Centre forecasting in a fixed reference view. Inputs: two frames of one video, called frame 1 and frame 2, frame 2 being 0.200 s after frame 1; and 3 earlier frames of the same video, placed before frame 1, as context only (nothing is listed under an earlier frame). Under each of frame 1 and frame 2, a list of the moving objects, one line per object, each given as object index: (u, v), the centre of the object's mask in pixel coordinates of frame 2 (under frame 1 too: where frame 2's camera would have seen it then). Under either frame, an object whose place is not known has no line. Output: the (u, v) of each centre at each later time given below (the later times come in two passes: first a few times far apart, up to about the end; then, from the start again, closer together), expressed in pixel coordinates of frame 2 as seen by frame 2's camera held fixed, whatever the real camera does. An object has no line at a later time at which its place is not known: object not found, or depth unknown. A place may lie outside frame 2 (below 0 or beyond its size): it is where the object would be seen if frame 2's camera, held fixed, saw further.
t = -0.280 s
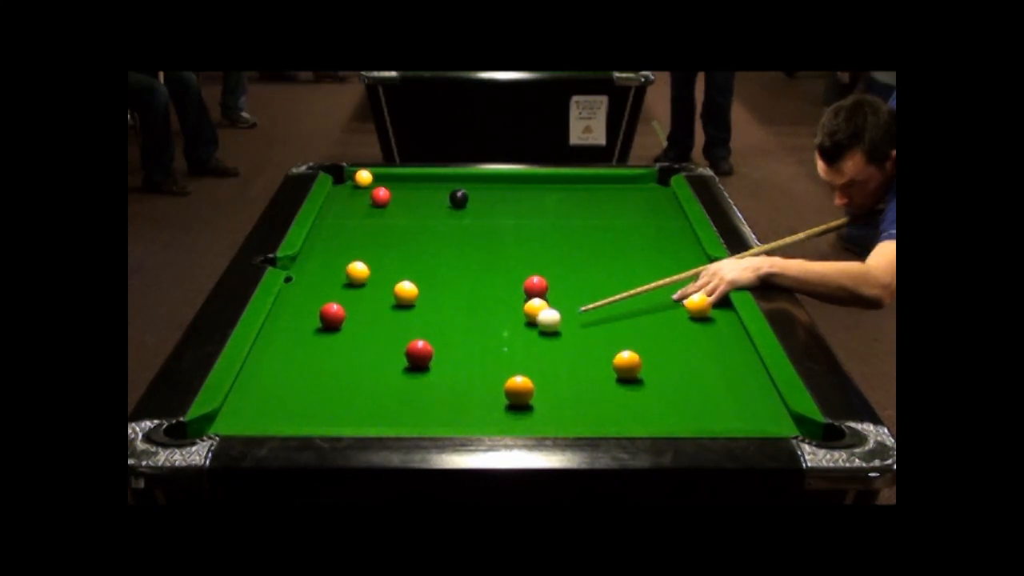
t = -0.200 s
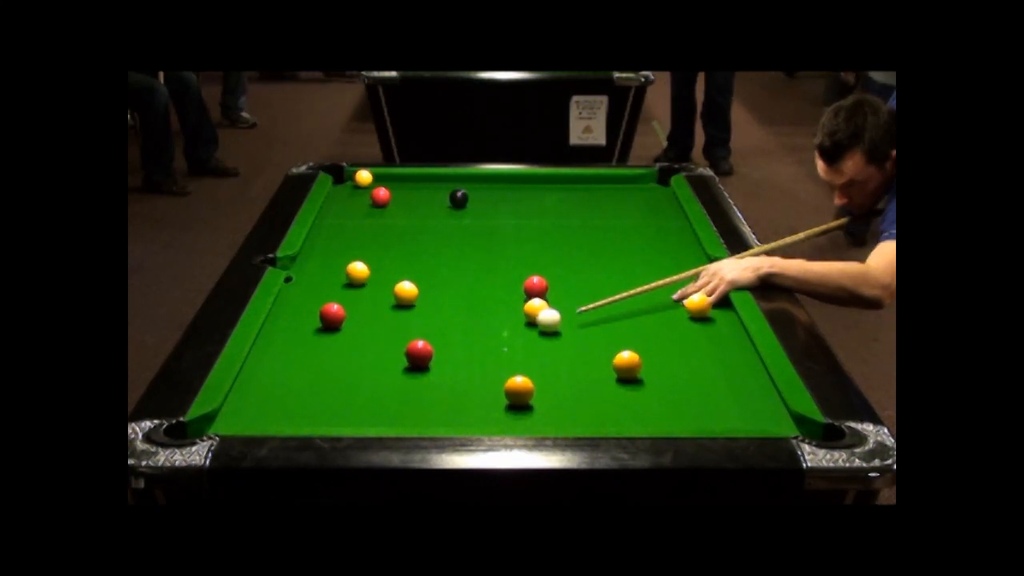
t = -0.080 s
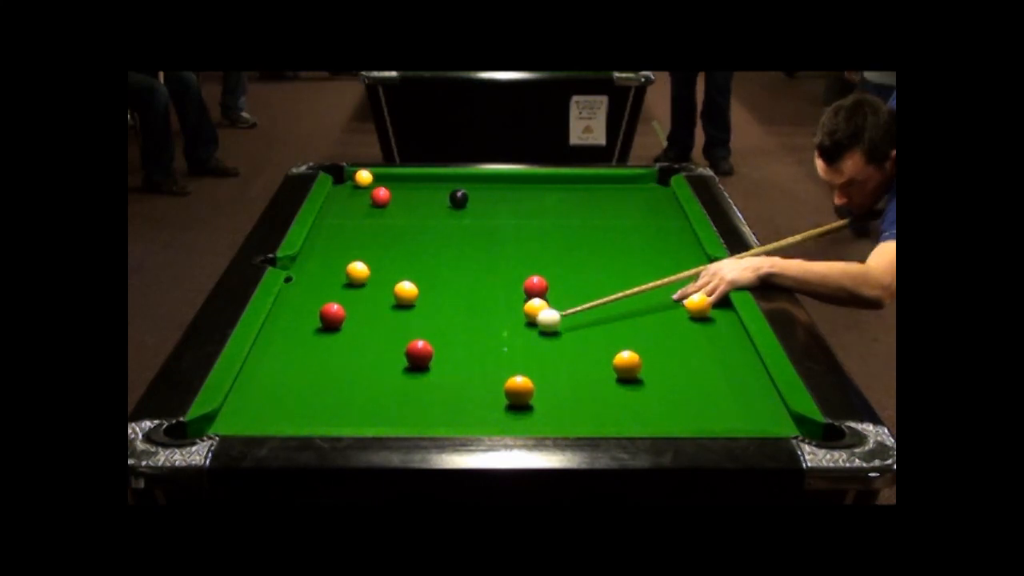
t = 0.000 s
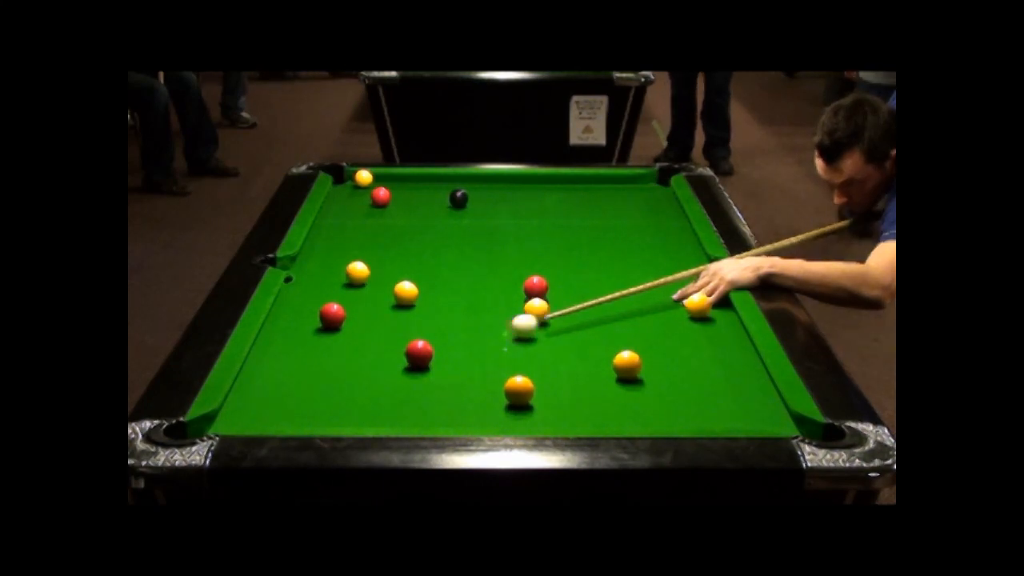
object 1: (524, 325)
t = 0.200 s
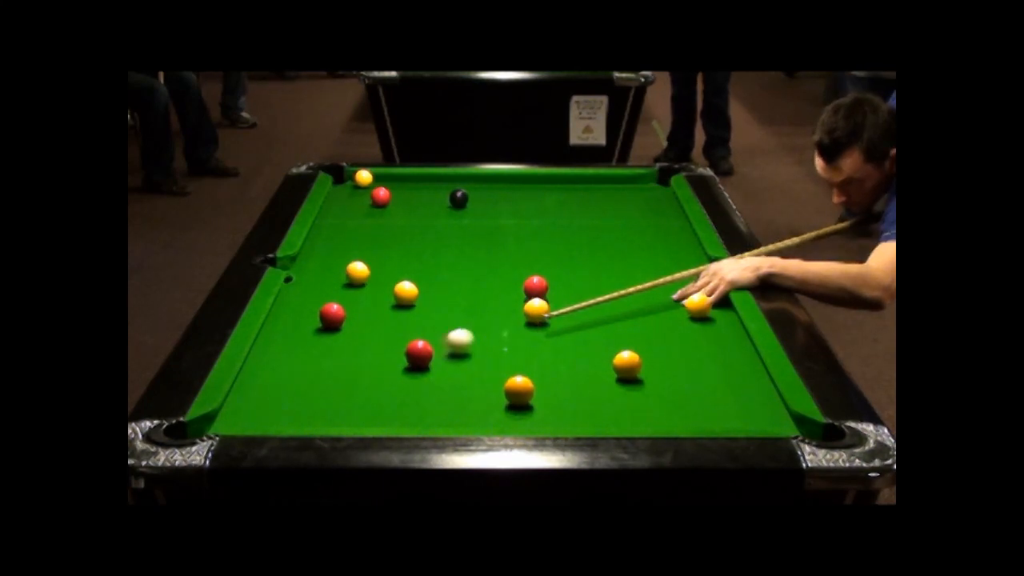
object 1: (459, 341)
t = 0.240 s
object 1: (446, 344)
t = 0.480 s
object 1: (414, 345)
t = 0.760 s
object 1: (386, 343)
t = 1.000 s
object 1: (364, 342)
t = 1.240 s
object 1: (346, 341)
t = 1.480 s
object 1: (331, 339)
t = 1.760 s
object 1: (317, 338)
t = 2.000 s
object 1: (308, 338)
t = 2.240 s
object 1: (301, 337)
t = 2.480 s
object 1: (298, 337)
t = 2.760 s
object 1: (296, 337)
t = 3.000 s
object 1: (296, 337)
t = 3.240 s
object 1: (296, 337)
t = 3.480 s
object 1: (296, 337)
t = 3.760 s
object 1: (296, 337)
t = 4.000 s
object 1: (296, 337)
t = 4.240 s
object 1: (296, 337)
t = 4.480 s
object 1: (296, 337)
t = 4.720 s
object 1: (296, 337)
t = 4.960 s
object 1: (297, 337)
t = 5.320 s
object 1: (300, 337)
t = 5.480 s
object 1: (296, 337)
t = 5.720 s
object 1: (296, 337)
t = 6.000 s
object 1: (296, 337)
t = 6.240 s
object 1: (296, 337)
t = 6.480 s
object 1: (296, 337)
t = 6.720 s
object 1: (296, 337)
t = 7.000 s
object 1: (296, 337)
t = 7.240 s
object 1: (296, 337)
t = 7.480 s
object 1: (296, 337)
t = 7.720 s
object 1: (296, 337)
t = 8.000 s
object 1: (296, 337)
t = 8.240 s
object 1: (296, 337)
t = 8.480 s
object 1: (296, 337)
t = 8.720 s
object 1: (296, 337)
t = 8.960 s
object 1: (296, 337)
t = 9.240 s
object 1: (296, 337)
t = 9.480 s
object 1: (296, 337)
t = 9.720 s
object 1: (296, 337)
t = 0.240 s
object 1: (446, 344)
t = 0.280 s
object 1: (437, 346)
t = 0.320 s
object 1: (432, 345)
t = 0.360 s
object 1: (427, 345)
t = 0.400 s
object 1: (422, 345)
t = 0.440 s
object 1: (418, 345)
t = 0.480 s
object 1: (414, 345)
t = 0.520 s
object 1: (410, 345)
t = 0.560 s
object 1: (405, 344)
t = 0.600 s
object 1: (401, 344)
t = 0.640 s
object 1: (397, 344)
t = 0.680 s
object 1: (393, 343)
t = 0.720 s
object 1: (389, 343)
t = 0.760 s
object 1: (386, 343)
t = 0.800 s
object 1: (382, 343)
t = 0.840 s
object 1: (378, 343)
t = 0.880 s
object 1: (375, 342)
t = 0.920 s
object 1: (371, 342)
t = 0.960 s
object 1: (368, 342)
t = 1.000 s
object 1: (364, 342)
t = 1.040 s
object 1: (361, 342)
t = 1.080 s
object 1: (358, 341)
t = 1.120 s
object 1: (355, 341)
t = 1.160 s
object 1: (352, 341)
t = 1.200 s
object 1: (349, 341)
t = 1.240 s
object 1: (346, 341)
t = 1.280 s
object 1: (344, 341)
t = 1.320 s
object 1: (341, 341)
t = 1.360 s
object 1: (338, 340)
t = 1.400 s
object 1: (336, 340)
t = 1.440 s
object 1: (333, 340)
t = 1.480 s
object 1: (331, 339)
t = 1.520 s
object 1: (329, 339)
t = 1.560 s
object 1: (327, 339)
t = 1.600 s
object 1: (325, 339)
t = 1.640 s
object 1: (322, 339)
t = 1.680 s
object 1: (320, 339)
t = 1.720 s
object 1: (319, 339)
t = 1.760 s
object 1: (317, 338)
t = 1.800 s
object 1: (315, 338)
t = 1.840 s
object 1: (313, 338)
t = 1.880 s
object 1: (312, 338)
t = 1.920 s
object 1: (311, 338)
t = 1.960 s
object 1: (309, 338)
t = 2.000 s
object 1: (308, 338)
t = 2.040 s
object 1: (307, 338)
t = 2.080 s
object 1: (305, 338)
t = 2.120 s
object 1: (304, 338)
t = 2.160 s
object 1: (303, 338)
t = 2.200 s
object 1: (302, 337)
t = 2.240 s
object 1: (301, 337)
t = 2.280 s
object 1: (301, 337)
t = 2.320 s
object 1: (300, 337)
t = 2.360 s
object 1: (299, 337)
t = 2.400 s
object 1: (298, 337)
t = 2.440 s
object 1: (298, 337)
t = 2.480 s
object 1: (298, 337)
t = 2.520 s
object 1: (297, 337)
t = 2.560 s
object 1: (297, 337)
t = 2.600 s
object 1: (296, 337)
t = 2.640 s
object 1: (296, 337)
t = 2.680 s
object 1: (296, 337)
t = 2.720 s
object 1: (296, 337)
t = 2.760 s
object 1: (296, 337)
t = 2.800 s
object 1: (296, 337)
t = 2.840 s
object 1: (296, 337)
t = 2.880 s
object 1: (296, 337)
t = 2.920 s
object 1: (296, 337)
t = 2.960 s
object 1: (296, 337)
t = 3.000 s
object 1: (296, 337)
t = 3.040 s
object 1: (296, 337)
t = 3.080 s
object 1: (296, 337)
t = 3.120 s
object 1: (296, 337)
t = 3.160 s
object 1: (296, 337)
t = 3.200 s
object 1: (296, 337)
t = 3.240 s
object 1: (296, 337)
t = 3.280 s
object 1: (296, 337)
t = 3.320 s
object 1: (296, 337)
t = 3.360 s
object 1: (296, 337)
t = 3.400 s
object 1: (296, 337)
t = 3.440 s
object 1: (296, 337)
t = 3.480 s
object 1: (296, 337)
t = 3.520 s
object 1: (296, 337)
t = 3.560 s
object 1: (296, 337)
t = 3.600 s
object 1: (296, 337)
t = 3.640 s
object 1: (296, 337)
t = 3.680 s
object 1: (296, 337)
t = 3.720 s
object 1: (296, 337)
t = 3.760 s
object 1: (296, 337)
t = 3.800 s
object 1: (296, 337)
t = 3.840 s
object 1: (296, 337)
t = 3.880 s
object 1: (296, 337)
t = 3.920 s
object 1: (296, 337)
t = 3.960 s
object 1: (296, 337)
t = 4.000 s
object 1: (296, 337)
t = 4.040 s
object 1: (296, 337)
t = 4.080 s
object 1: (296, 337)
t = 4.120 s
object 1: (296, 337)
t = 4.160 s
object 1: (296, 337)
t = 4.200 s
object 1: (296, 337)
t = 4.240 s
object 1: (296, 337)
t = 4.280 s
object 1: (296, 337)
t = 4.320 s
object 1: (296, 337)
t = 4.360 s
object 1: (295, 337)
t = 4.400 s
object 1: (296, 337)
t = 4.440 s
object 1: (295, 337)
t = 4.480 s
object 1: (296, 337)
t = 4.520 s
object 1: (296, 337)
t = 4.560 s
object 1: (296, 337)
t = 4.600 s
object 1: (296, 337)
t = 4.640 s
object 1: (296, 337)
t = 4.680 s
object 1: (296, 337)
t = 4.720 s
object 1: (296, 337)
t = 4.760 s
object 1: (296, 337)
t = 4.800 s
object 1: (297, 337)
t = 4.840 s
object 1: (296, 337)
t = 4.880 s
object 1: (297, 337)
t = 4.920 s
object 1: (296, 337)
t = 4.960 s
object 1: (297, 337)
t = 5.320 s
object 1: (300, 337)
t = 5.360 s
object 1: (296, 337)
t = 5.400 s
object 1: (296, 337)
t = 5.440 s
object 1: (296, 337)
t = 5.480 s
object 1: (296, 337)
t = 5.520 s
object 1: (296, 337)
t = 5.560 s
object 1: (296, 337)
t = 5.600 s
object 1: (296, 337)
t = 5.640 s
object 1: (296, 337)
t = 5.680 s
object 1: (296, 337)
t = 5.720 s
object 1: (296, 337)
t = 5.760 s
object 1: (296, 337)
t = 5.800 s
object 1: (296, 337)
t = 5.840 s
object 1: (296, 337)
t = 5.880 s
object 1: (296, 337)
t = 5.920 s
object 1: (296, 337)
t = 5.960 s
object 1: (296, 337)
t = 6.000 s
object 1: (296, 337)
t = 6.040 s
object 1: (296, 337)
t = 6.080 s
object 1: (296, 337)
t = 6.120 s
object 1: (296, 337)
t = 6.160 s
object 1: (296, 337)
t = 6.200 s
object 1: (296, 337)
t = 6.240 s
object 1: (296, 337)
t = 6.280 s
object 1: (296, 337)
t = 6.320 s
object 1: (296, 337)
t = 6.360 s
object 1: (296, 337)
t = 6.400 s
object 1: (296, 337)
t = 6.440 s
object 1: (296, 337)
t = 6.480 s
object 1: (296, 337)
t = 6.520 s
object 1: (296, 337)
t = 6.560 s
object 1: (296, 337)
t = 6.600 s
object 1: (296, 337)
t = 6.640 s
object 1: (296, 337)
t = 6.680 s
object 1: (296, 337)
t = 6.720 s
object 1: (296, 337)
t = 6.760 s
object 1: (296, 337)
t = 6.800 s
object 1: (296, 337)
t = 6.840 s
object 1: (296, 337)
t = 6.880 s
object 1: (296, 337)
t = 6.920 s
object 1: (296, 337)
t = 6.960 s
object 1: (296, 337)
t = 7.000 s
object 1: (296, 337)
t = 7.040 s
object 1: (296, 337)
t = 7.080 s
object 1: (296, 337)
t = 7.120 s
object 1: (296, 337)
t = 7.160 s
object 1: (296, 337)
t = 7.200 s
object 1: (296, 337)
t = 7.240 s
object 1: (296, 337)
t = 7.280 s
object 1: (296, 337)
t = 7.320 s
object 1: (296, 337)
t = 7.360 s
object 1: (296, 337)
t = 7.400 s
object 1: (296, 337)
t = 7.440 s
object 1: (296, 337)
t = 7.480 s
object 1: (296, 337)
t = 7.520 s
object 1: (296, 337)
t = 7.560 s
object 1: (296, 337)
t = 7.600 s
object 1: (296, 337)
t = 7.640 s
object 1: (296, 337)
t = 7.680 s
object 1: (296, 337)
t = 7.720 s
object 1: (296, 337)
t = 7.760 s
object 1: (296, 337)
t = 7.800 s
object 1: (296, 337)
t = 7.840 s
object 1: (296, 337)
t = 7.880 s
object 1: (296, 337)
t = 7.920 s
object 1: (296, 337)
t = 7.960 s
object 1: (296, 337)
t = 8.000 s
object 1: (296, 337)
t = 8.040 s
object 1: (296, 337)
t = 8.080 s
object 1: (296, 337)
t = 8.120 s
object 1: (296, 337)
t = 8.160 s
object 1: (296, 337)
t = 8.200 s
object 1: (296, 337)
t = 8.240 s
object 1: (296, 337)
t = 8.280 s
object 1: (296, 337)
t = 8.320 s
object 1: (296, 337)
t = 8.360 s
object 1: (296, 337)
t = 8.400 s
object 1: (296, 337)
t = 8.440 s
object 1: (296, 337)
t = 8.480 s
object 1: (296, 337)
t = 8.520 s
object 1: (296, 337)
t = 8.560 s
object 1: (296, 337)
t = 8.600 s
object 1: (296, 337)
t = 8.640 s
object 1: (296, 337)
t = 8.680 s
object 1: (296, 337)
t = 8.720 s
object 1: (296, 337)
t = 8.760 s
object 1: (296, 337)
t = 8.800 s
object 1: (296, 337)
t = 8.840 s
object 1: (296, 337)
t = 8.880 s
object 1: (296, 337)
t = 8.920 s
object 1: (296, 337)
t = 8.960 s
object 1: (296, 337)
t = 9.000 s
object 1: (296, 337)
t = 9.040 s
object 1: (296, 337)
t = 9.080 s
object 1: (296, 337)
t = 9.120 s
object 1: (296, 337)
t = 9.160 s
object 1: (296, 337)
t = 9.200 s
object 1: (296, 337)
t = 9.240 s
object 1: (296, 337)
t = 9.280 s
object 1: (296, 337)
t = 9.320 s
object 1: (296, 337)
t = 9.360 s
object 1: (296, 337)
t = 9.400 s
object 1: (296, 337)
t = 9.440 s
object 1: (296, 337)
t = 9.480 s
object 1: (296, 337)
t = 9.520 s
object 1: (296, 337)
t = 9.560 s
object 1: (296, 337)
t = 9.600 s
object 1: (296, 337)
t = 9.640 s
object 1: (296, 337)
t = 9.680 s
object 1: (296, 337)
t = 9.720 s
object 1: (296, 337)
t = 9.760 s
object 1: (296, 337)
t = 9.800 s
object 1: (296, 337)
